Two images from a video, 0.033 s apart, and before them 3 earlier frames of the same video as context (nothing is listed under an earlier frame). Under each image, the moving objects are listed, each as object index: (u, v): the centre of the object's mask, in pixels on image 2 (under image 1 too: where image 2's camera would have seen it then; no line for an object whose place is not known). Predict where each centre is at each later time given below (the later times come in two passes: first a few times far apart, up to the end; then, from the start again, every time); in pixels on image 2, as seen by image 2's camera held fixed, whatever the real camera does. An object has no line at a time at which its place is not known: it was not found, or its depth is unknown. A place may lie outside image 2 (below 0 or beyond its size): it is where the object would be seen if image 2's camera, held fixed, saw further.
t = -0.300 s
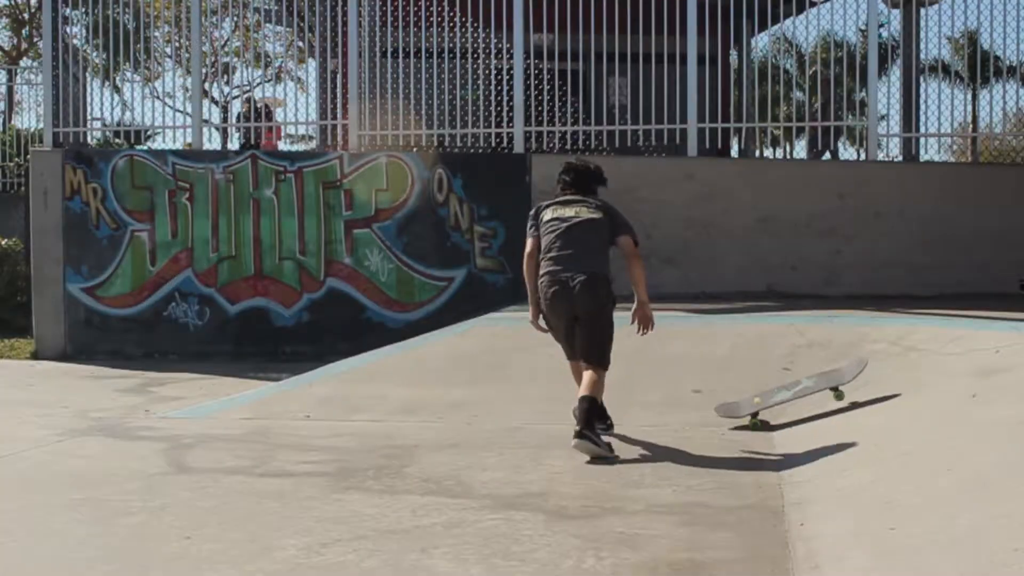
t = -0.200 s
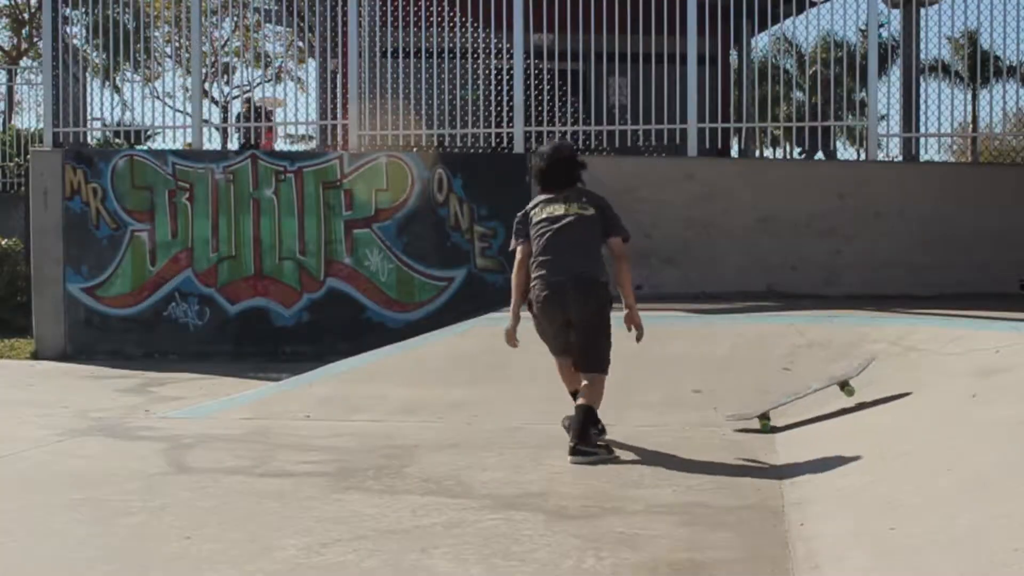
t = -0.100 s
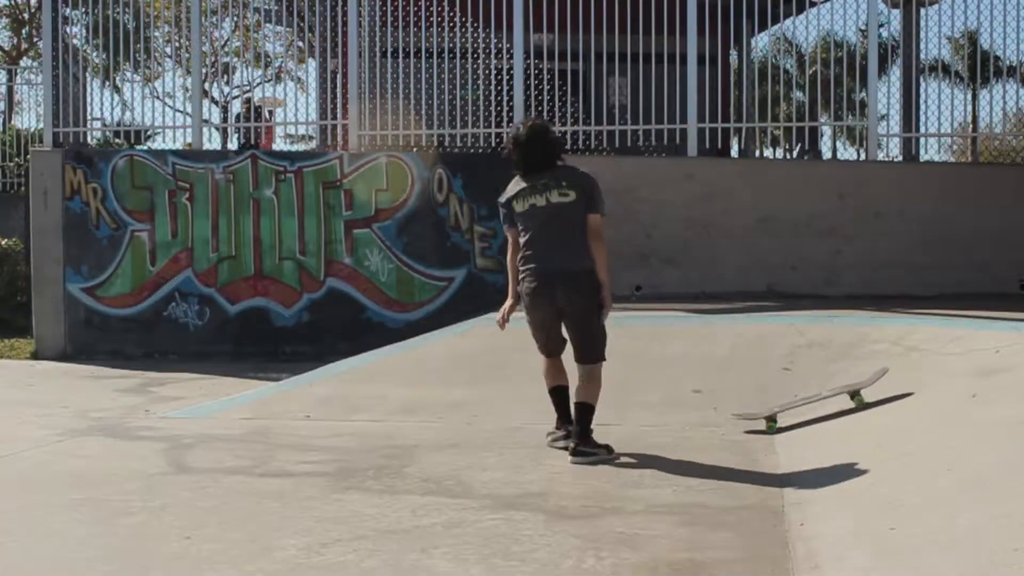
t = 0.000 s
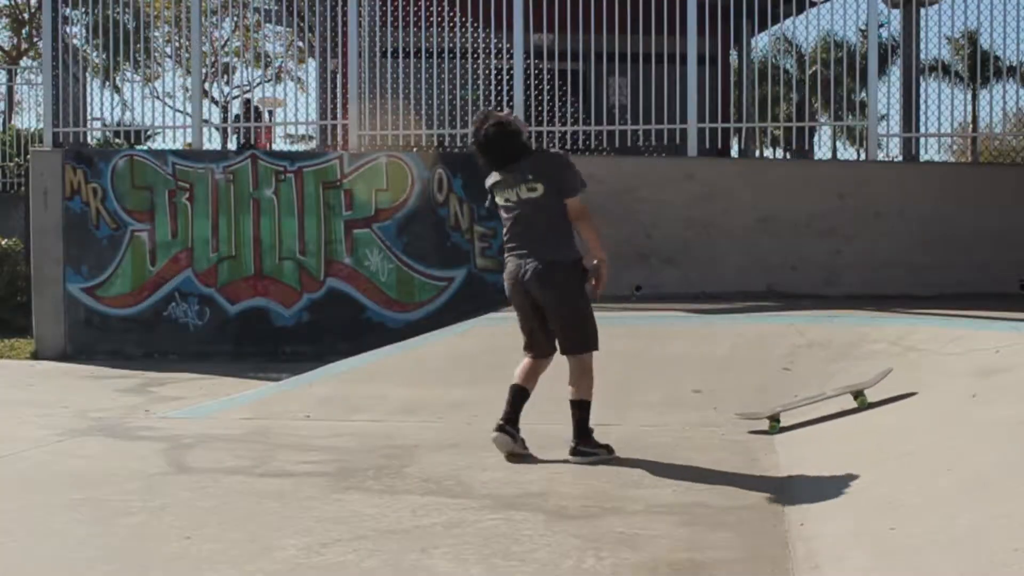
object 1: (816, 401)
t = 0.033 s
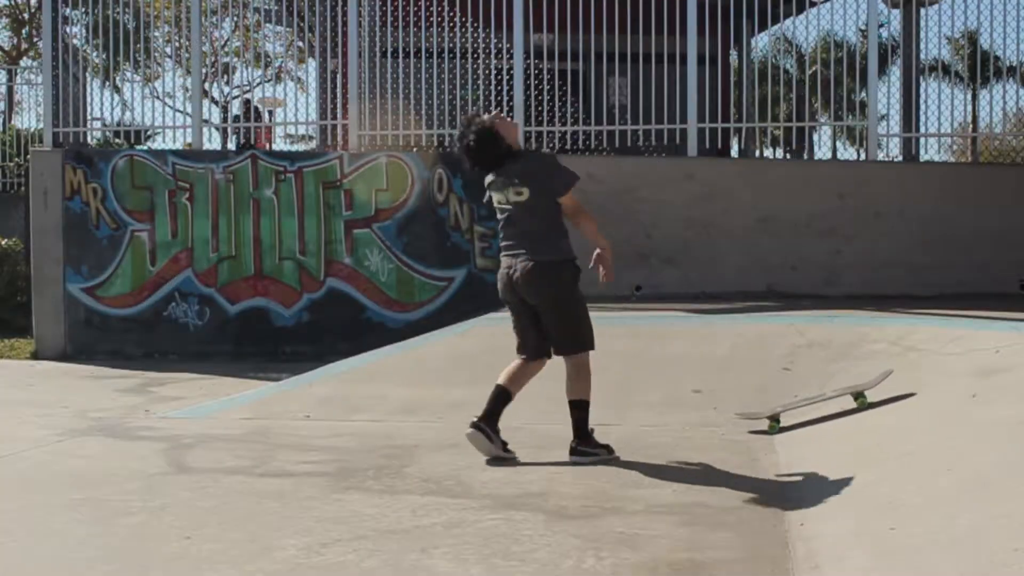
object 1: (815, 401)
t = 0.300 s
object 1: (801, 404)
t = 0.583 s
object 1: (768, 408)
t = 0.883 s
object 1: (709, 413)
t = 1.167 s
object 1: (654, 411)
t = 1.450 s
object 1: (605, 409)
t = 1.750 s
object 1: (556, 408)
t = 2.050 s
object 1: (510, 407)
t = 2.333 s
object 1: (471, 405)
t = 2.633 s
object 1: (431, 405)
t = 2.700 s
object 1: (423, 404)
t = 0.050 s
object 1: (815, 401)
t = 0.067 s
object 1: (815, 401)
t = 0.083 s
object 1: (816, 402)
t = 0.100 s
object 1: (814, 402)
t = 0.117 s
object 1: (814, 402)
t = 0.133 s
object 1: (814, 402)
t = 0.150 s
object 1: (812, 402)
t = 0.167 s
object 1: (811, 402)
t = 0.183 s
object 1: (810, 402)
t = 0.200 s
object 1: (809, 403)
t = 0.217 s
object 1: (808, 403)
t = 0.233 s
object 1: (807, 403)
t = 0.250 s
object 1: (806, 403)
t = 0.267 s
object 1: (805, 403)
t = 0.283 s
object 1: (804, 404)
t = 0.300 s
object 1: (801, 404)
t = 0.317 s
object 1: (800, 404)
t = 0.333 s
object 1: (799, 404)
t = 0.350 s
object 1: (797, 404)
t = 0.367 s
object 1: (796, 405)
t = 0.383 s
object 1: (795, 405)
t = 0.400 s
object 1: (792, 405)
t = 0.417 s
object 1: (791, 405)
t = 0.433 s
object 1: (789, 405)
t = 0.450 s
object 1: (786, 406)
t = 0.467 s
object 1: (785, 406)
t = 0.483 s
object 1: (782, 406)
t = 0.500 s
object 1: (778, 406)
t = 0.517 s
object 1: (776, 407)
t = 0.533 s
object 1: (774, 407)
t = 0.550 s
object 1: (772, 407)
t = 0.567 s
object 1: (770, 408)
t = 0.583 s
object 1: (768, 408)
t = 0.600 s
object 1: (764, 408)
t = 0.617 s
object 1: (762, 409)
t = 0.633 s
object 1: (759, 409)
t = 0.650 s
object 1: (756, 410)
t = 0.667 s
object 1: (753, 410)
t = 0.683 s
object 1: (750, 410)
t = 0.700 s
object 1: (746, 411)
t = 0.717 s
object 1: (744, 411)
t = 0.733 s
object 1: (741, 412)
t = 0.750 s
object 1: (738, 412)
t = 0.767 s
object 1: (734, 412)
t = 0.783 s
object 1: (731, 413)
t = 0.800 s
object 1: (727, 413)
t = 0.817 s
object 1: (723, 413)
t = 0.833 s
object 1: (719, 413)
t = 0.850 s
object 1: (715, 413)
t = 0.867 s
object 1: (712, 412)
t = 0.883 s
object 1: (709, 413)
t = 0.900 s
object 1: (706, 412)
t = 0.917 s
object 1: (702, 412)
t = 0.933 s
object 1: (699, 412)
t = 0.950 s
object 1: (697, 412)
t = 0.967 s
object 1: (693, 412)
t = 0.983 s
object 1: (689, 412)
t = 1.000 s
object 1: (685, 412)
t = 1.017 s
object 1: (682, 412)
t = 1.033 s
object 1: (680, 411)
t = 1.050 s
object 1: (677, 411)
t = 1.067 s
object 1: (674, 411)
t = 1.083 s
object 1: (671, 411)
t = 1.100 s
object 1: (667, 411)
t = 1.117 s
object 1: (664, 411)
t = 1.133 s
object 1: (661, 411)
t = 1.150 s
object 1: (658, 411)
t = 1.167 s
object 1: (654, 411)
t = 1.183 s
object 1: (652, 411)
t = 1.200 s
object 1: (648, 411)
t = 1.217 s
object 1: (645, 410)
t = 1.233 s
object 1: (642, 410)
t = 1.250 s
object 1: (640, 410)
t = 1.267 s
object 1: (636, 410)
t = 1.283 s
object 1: (634, 410)
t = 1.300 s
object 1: (630, 410)
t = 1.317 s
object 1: (628, 410)
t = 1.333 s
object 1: (624, 410)
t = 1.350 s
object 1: (622, 410)
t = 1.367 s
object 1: (619, 410)
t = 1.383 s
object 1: (616, 410)
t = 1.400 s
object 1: (613, 410)
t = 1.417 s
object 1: (610, 409)
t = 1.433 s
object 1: (607, 409)
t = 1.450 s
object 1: (605, 409)
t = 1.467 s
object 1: (602, 409)
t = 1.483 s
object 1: (599, 409)
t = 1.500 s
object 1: (597, 409)
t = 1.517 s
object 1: (594, 409)
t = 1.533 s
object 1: (591, 409)
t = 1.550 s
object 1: (588, 409)
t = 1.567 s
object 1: (586, 409)
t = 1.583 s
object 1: (583, 409)
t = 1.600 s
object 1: (580, 409)
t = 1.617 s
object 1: (578, 408)
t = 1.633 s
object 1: (575, 408)
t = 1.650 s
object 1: (572, 408)
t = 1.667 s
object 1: (569, 408)
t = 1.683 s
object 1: (567, 408)
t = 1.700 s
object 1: (564, 408)
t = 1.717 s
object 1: (561, 408)
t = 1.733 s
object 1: (559, 408)
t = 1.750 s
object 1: (556, 408)
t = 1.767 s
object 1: (554, 408)
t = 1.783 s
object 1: (551, 408)
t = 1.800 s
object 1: (548, 408)
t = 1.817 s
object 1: (545, 408)
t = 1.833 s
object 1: (543, 408)
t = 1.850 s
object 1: (540, 407)
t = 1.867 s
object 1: (538, 407)
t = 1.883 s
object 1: (535, 407)
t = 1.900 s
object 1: (532, 407)
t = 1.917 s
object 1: (530, 407)
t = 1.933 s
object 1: (528, 407)
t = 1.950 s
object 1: (525, 407)
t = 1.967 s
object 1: (522, 407)
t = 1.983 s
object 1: (520, 407)
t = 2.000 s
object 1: (518, 407)
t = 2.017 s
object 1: (515, 407)
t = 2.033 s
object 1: (512, 407)
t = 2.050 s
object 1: (510, 407)
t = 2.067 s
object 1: (508, 407)
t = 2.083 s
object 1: (505, 407)
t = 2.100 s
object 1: (503, 406)
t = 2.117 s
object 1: (501, 407)
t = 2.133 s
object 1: (498, 406)
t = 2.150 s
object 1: (496, 406)
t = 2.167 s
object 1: (494, 406)
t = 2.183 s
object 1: (491, 406)
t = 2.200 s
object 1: (489, 406)
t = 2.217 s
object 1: (487, 406)
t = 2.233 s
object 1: (484, 406)
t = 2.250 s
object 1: (482, 406)
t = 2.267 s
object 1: (480, 406)
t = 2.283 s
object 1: (477, 405)
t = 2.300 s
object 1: (475, 406)
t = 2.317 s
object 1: (473, 405)
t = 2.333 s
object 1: (471, 405)
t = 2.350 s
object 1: (468, 405)
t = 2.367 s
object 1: (466, 405)
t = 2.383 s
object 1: (464, 405)
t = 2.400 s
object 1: (462, 405)
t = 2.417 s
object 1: (460, 405)
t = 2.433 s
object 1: (458, 405)
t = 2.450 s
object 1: (455, 405)
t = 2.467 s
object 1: (453, 405)
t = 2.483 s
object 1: (450, 405)
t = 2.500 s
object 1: (449, 405)
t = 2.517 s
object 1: (446, 405)
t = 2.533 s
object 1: (444, 405)
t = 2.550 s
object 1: (442, 405)
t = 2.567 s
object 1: (440, 405)
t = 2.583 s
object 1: (438, 405)
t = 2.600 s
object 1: (435, 405)
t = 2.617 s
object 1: (433, 405)
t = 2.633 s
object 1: (431, 405)
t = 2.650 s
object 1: (429, 404)
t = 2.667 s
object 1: (427, 405)
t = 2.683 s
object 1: (425, 404)
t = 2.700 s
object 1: (423, 404)
